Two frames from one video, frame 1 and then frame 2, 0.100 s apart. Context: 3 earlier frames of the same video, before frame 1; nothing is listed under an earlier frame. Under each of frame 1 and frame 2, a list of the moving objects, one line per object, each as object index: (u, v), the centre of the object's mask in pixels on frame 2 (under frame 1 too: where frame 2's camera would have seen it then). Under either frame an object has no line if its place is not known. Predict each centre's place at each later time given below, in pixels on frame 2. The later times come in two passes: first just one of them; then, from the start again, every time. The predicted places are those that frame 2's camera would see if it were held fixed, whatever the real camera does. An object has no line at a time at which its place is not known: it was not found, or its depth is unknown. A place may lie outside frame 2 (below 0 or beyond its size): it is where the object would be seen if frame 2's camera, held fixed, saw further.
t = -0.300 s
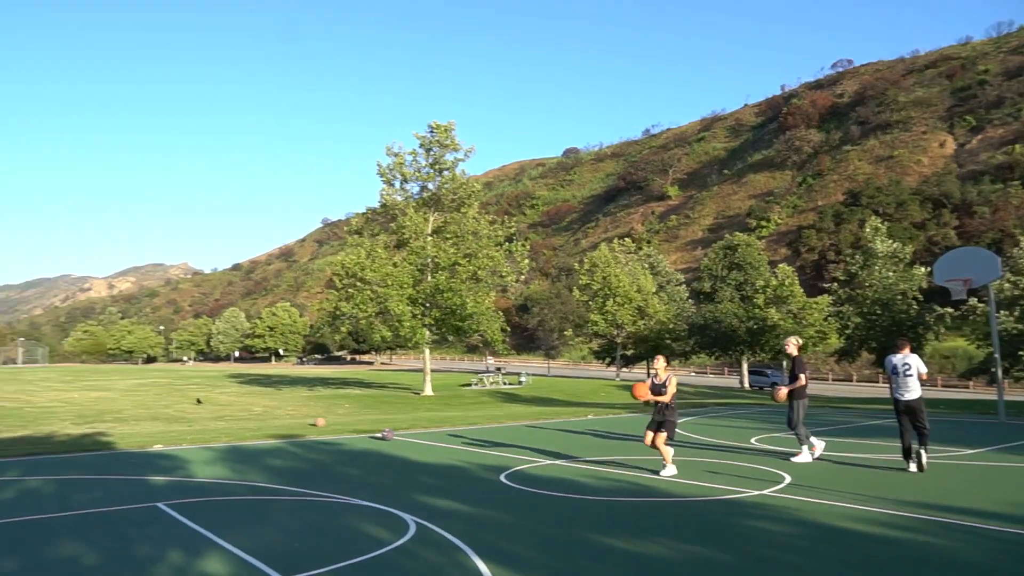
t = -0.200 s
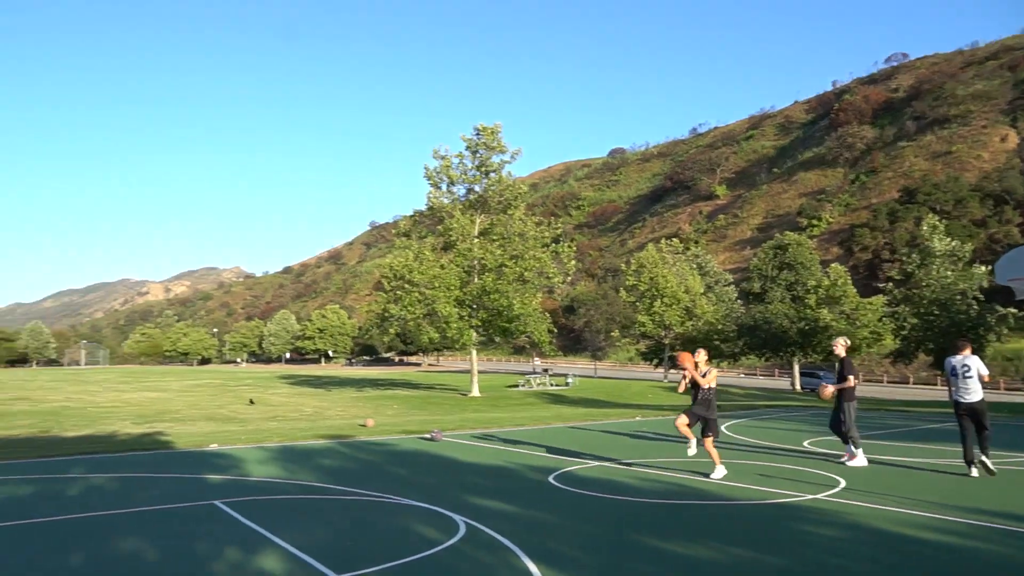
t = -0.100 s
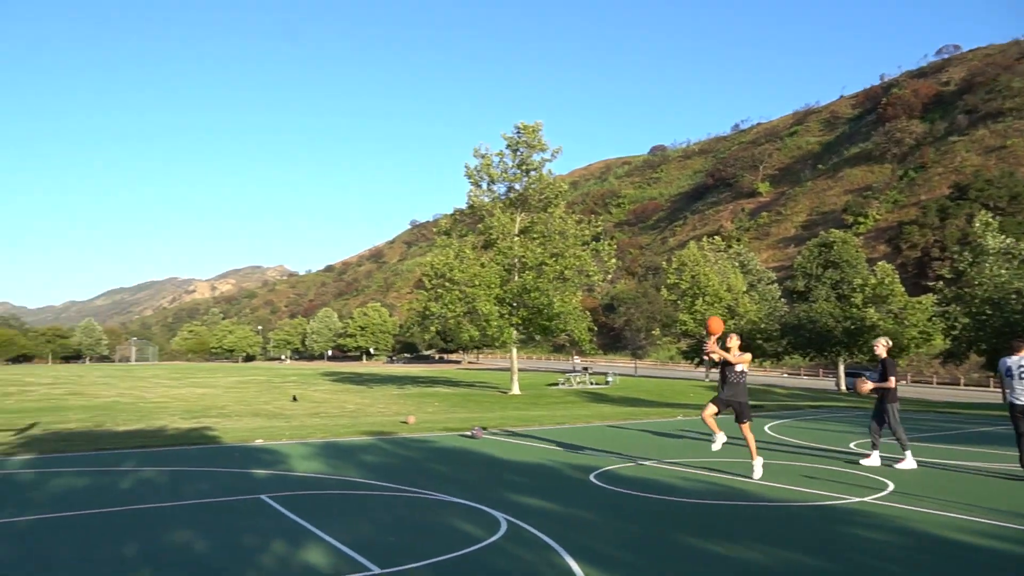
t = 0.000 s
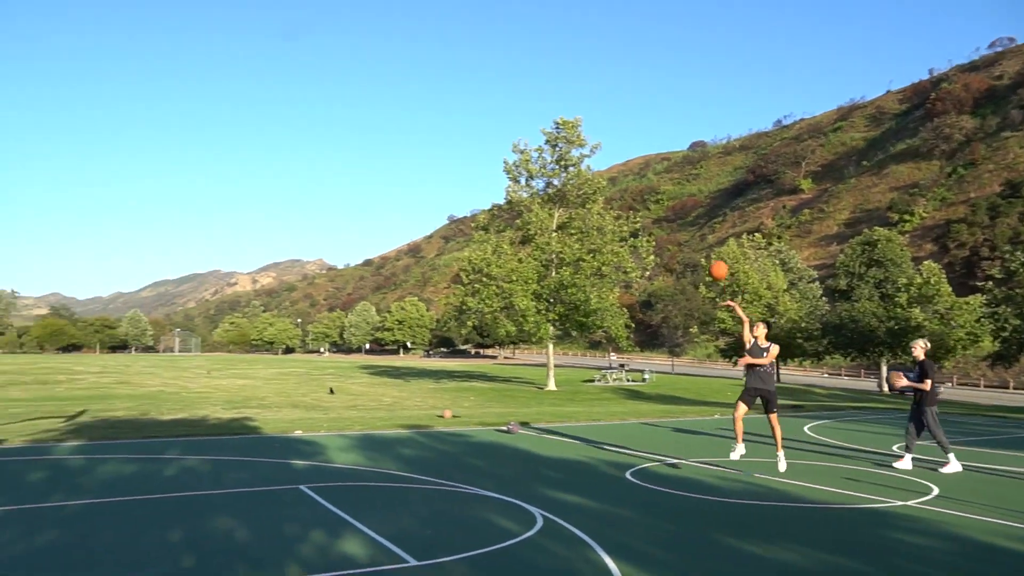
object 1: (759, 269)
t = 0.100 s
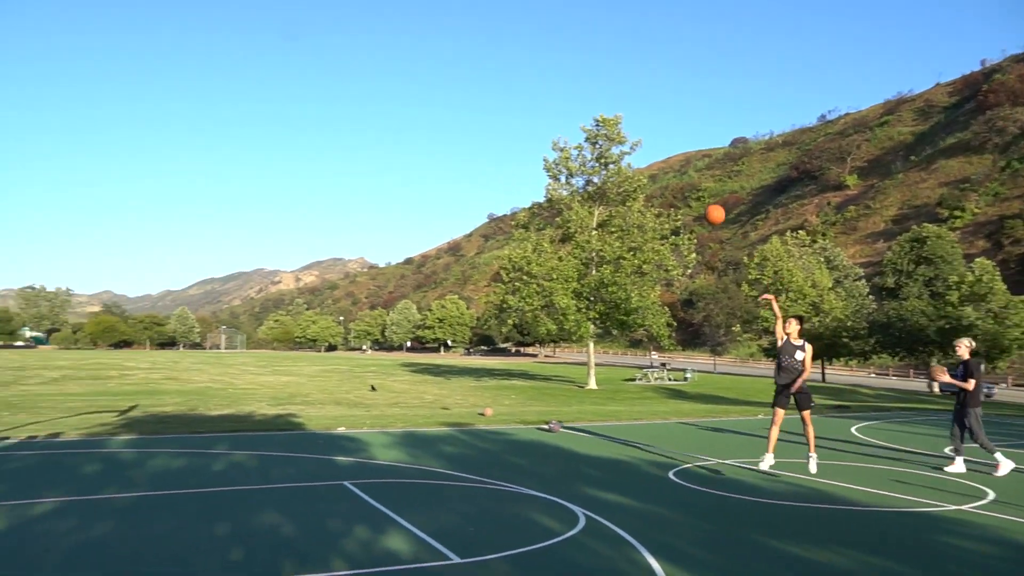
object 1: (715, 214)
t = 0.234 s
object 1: (654, 152)
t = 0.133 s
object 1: (700, 198)
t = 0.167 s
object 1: (685, 182)
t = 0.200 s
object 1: (670, 167)
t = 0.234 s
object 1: (654, 152)
